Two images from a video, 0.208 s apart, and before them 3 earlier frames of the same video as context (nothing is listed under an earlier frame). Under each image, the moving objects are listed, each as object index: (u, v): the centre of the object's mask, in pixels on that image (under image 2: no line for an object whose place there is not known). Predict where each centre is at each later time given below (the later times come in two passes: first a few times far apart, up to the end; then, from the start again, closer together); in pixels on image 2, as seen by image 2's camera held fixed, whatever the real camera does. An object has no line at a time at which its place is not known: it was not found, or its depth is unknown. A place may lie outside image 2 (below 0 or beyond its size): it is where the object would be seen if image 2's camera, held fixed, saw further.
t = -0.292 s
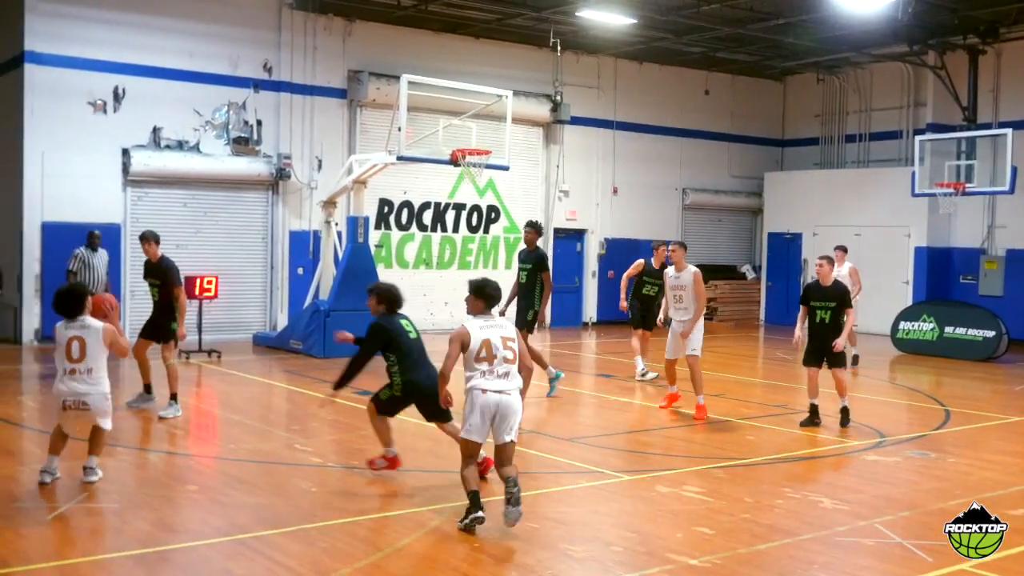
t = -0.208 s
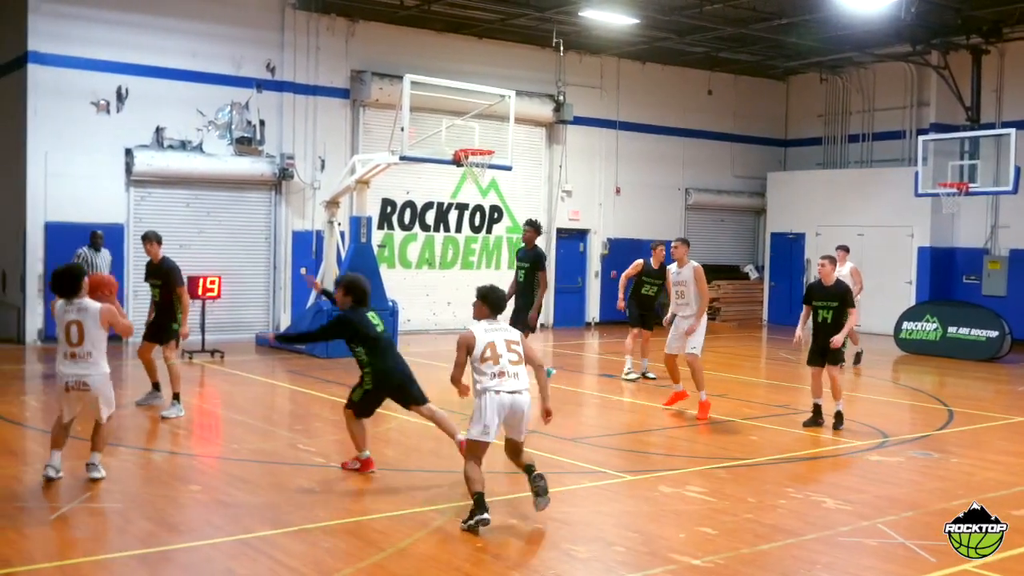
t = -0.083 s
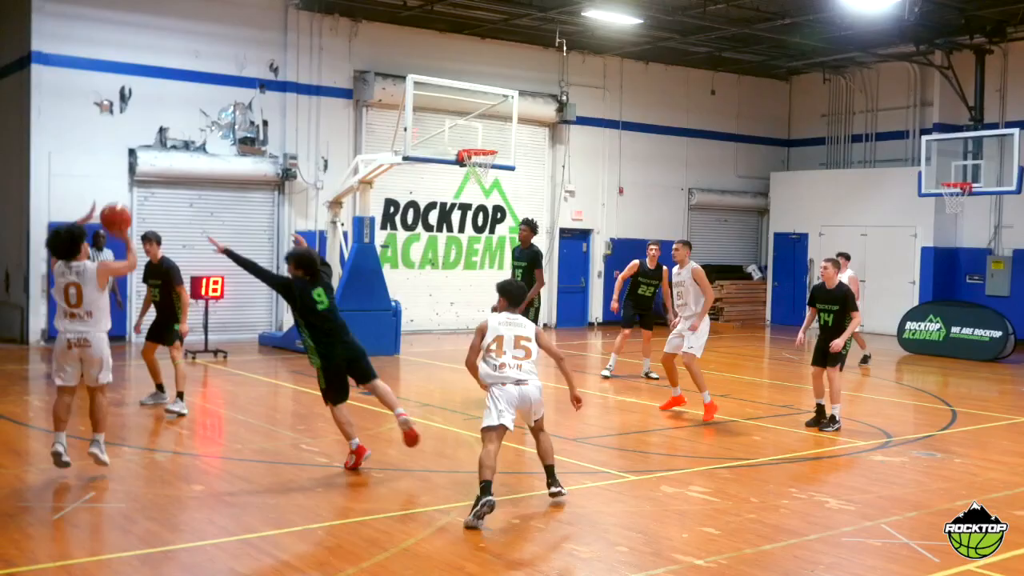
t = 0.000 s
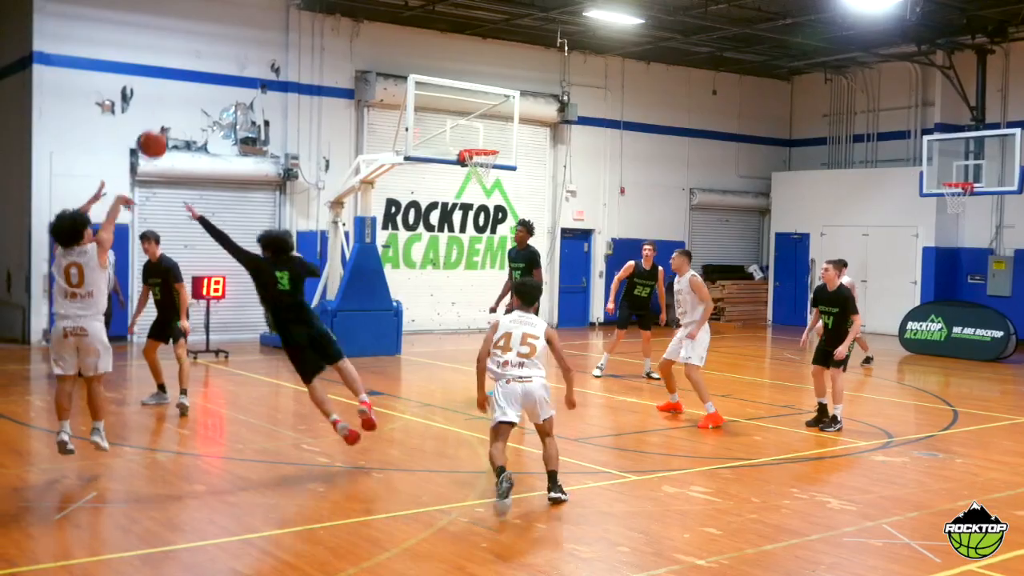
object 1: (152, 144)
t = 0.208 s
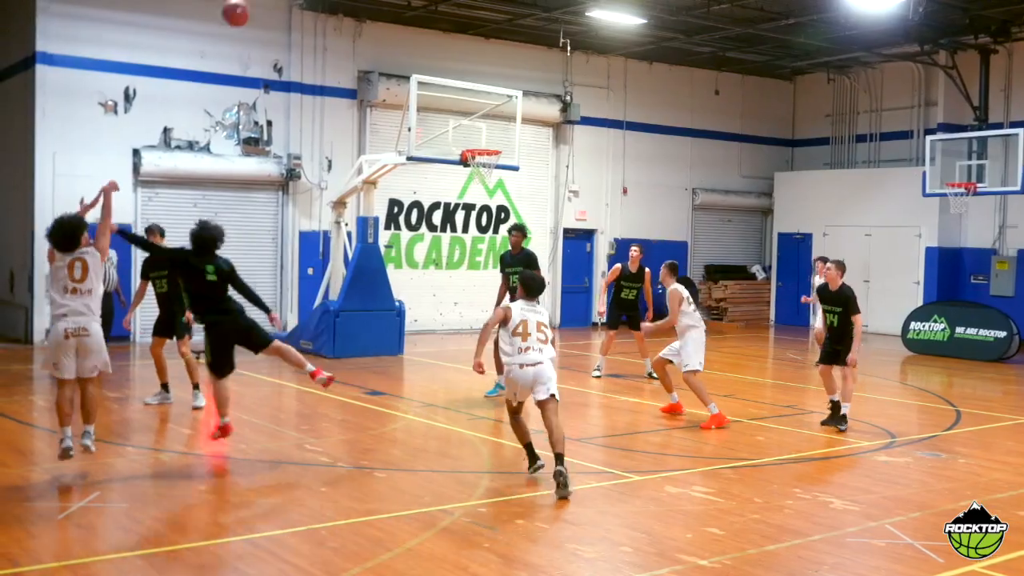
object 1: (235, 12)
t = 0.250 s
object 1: (250, 4)
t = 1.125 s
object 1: (457, 51)
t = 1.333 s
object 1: (486, 141)
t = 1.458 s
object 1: (481, 190)
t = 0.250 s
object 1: (250, 4)
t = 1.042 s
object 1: (443, 22)
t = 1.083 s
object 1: (449, 35)
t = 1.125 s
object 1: (457, 51)
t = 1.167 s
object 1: (463, 68)
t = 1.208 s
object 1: (469, 85)
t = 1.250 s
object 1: (474, 103)
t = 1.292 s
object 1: (480, 122)
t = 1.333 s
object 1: (486, 141)
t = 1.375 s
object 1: (488, 159)
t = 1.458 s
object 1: (481, 190)
